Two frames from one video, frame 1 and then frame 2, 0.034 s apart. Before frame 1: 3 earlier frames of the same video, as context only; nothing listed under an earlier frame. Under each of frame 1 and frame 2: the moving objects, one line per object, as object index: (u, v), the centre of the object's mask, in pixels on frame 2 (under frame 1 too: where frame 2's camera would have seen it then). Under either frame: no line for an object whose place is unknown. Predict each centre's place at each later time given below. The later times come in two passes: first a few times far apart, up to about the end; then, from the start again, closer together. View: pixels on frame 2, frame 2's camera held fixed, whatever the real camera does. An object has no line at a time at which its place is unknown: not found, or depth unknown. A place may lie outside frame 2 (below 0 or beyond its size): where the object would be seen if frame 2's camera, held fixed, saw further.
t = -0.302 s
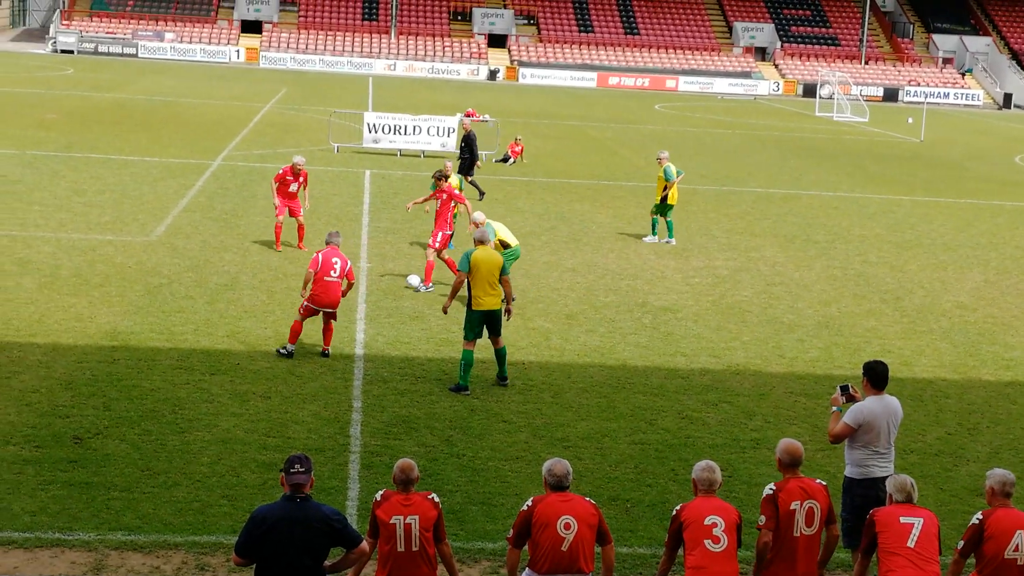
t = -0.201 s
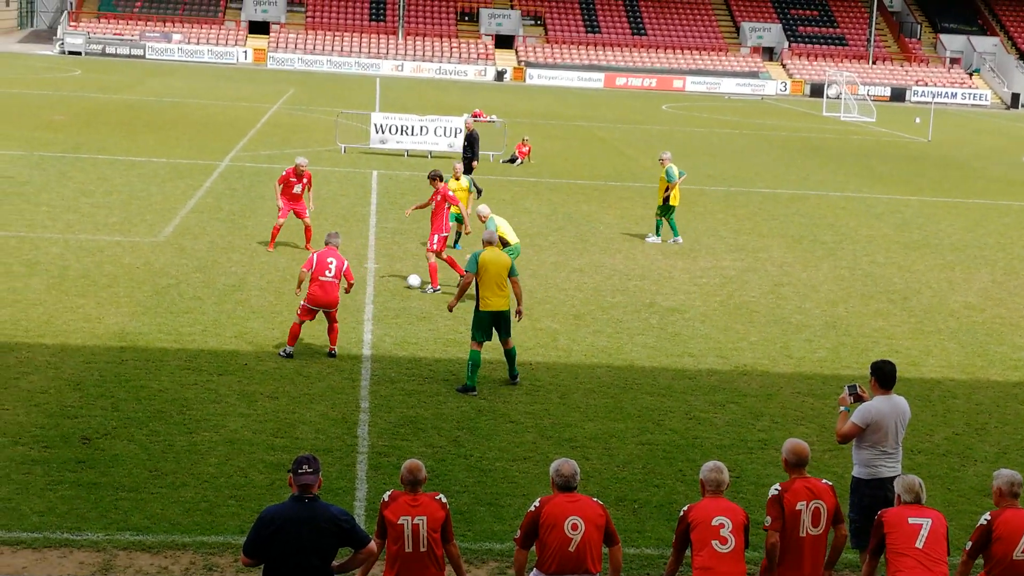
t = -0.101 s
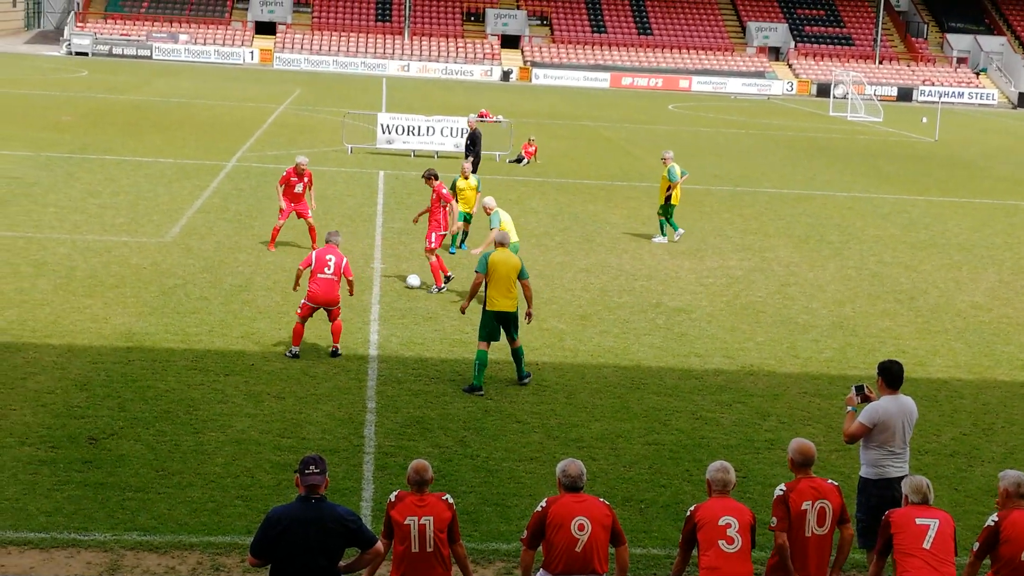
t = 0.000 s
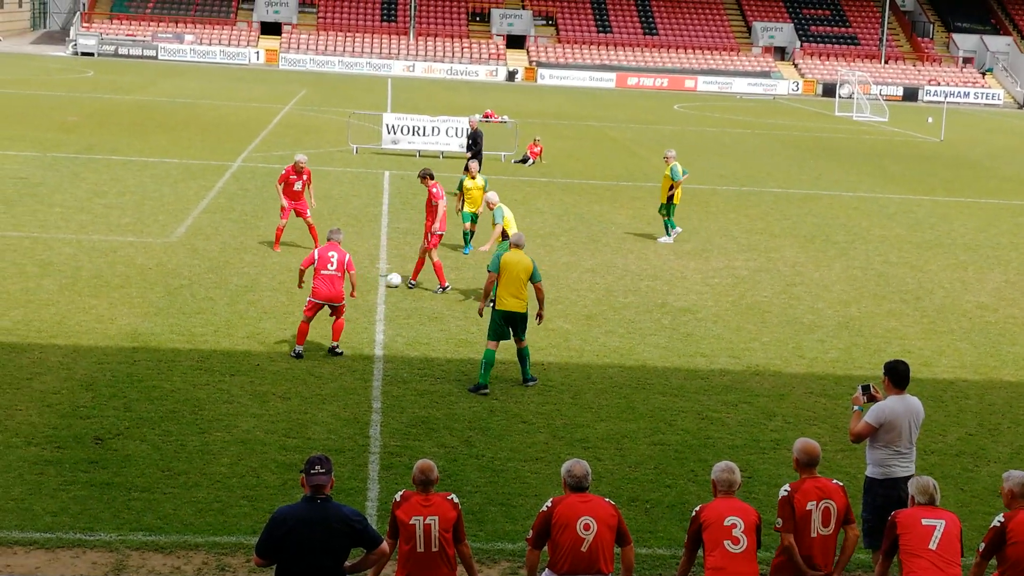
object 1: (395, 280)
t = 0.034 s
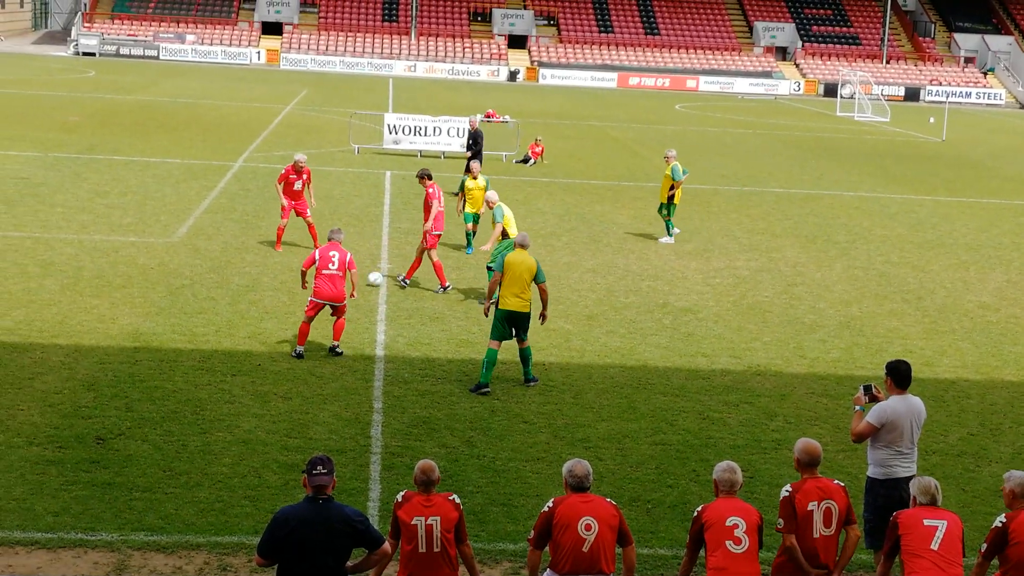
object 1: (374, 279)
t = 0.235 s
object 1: (267, 273)
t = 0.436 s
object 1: (178, 270)
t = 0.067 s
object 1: (360, 278)
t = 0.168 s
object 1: (301, 275)
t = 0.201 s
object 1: (283, 275)
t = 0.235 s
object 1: (267, 273)
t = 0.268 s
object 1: (251, 273)
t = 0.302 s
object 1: (235, 271)
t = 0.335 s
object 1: (220, 271)
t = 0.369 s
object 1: (205, 271)
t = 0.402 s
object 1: (192, 270)
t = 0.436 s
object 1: (178, 270)
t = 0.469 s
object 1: (165, 269)
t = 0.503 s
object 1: (153, 268)
